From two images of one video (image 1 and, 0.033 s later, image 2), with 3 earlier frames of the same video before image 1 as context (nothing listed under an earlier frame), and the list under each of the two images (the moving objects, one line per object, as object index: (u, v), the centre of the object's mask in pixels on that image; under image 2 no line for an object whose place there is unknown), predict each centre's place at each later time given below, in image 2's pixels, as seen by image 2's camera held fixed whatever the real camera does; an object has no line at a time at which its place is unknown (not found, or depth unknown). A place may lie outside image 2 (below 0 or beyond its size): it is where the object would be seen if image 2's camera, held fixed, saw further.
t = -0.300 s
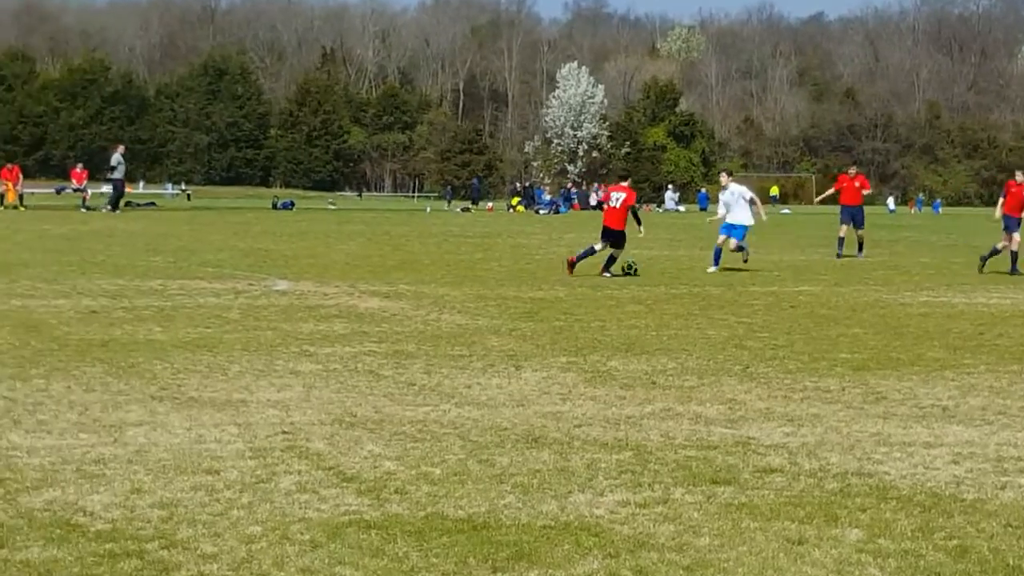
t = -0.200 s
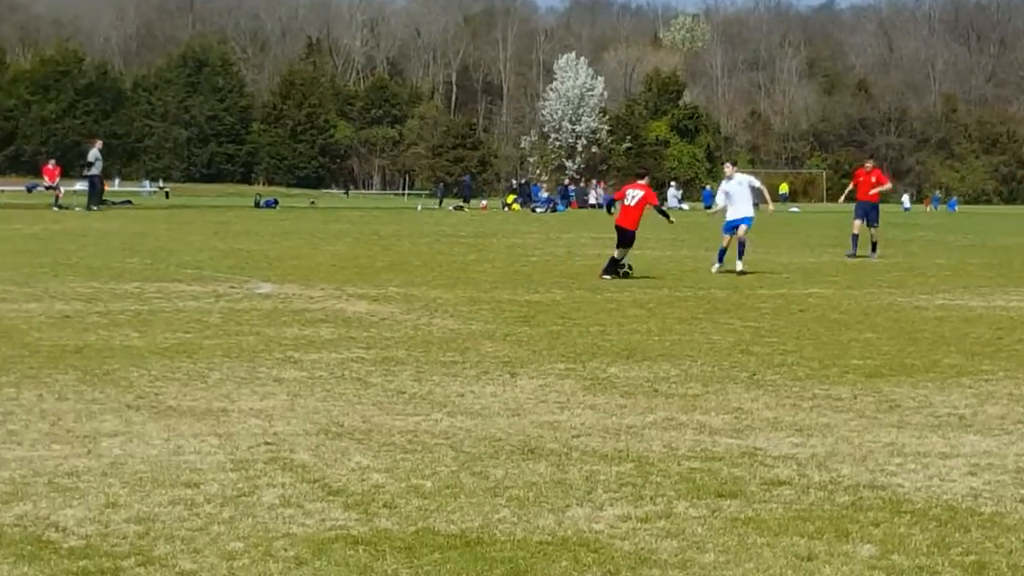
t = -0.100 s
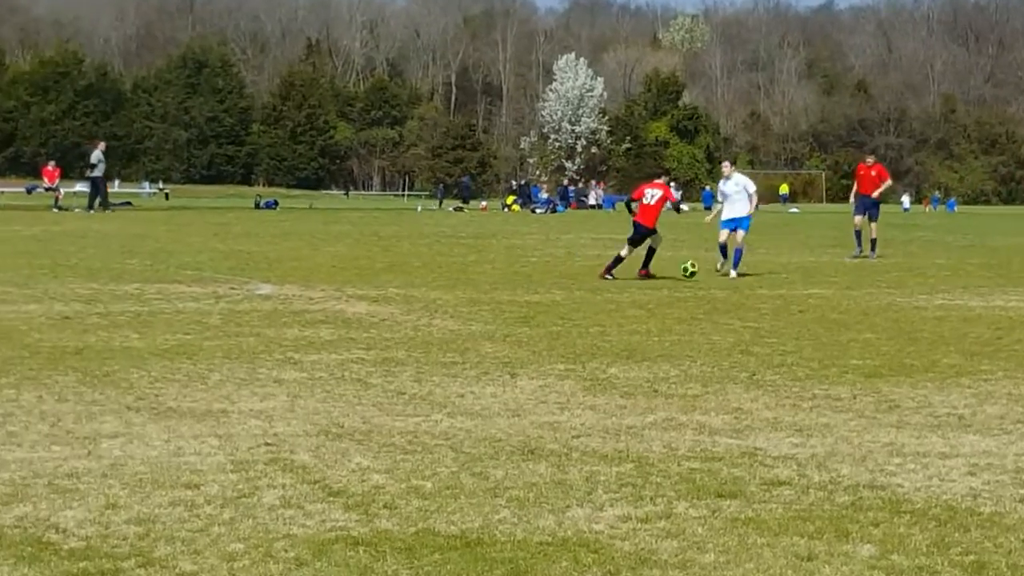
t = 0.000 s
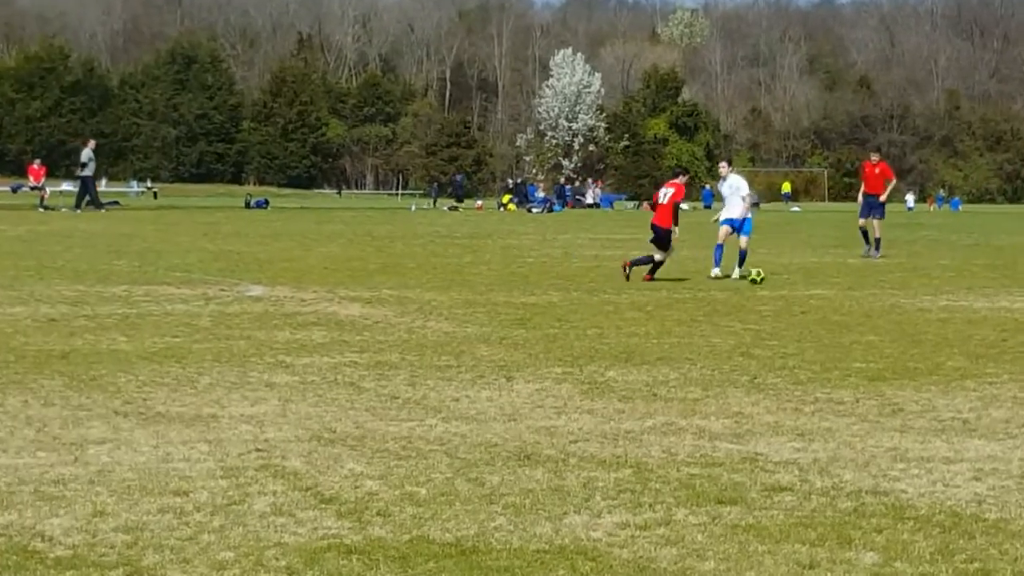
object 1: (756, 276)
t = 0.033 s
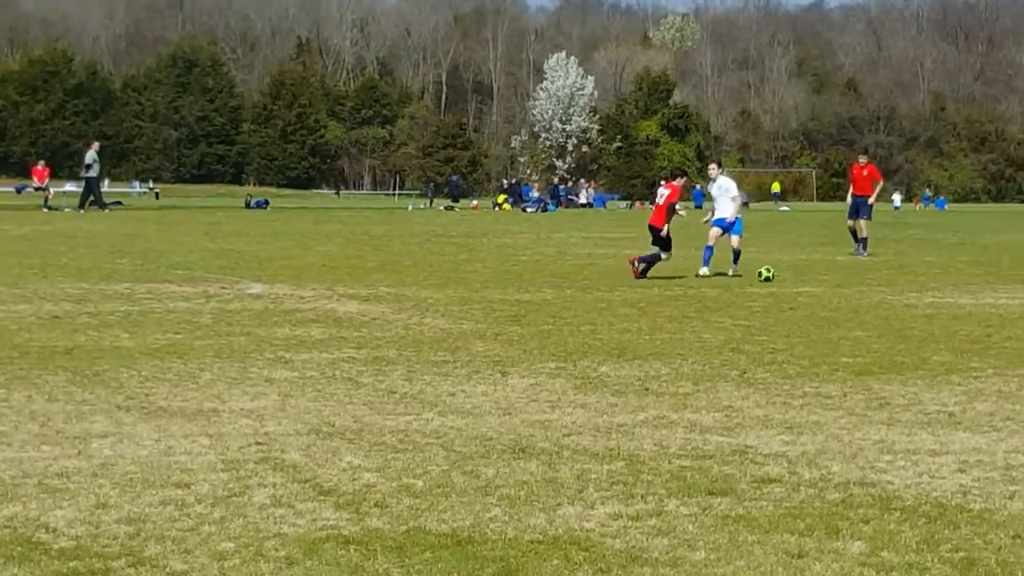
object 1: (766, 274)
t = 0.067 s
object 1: (781, 272)
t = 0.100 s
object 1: (796, 268)
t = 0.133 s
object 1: (812, 270)
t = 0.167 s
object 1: (828, 274)
